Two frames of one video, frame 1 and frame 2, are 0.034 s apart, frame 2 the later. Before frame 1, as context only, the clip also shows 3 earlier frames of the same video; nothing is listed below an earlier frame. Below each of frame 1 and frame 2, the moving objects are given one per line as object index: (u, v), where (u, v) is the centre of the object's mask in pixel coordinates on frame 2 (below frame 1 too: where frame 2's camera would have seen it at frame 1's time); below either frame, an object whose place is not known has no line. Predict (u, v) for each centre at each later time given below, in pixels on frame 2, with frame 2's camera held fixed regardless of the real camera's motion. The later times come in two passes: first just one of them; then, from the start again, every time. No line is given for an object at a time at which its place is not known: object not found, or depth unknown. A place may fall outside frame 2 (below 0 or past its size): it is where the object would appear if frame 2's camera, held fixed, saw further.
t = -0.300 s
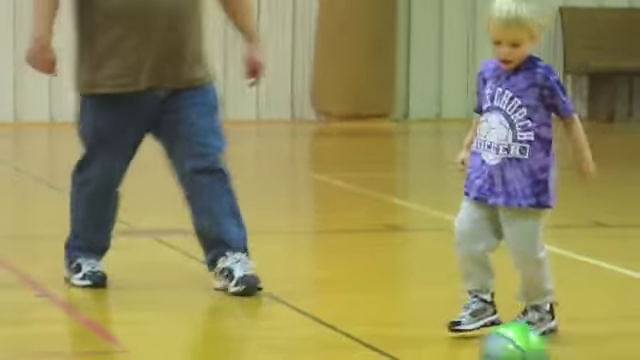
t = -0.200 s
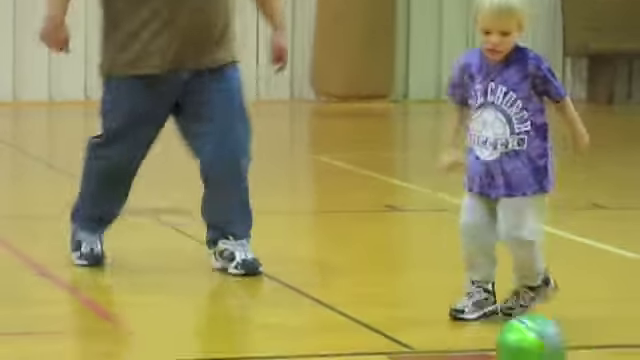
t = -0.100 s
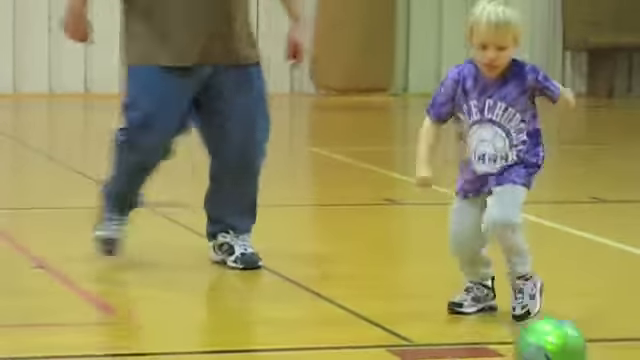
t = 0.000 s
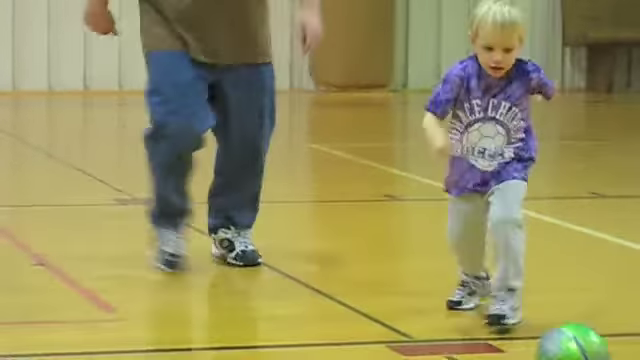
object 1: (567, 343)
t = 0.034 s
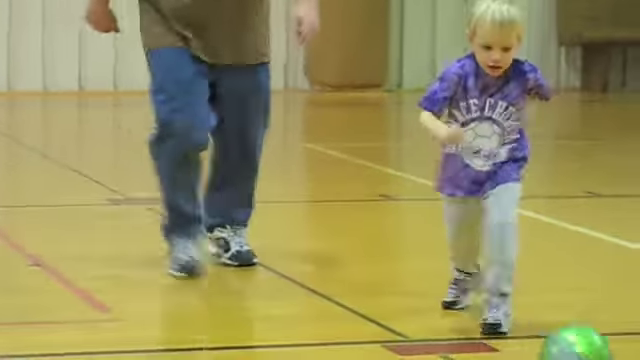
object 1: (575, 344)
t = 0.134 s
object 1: (601, 350)
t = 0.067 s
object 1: (583, 346)
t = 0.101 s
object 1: (591, 349)
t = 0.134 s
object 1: (601, 350)
